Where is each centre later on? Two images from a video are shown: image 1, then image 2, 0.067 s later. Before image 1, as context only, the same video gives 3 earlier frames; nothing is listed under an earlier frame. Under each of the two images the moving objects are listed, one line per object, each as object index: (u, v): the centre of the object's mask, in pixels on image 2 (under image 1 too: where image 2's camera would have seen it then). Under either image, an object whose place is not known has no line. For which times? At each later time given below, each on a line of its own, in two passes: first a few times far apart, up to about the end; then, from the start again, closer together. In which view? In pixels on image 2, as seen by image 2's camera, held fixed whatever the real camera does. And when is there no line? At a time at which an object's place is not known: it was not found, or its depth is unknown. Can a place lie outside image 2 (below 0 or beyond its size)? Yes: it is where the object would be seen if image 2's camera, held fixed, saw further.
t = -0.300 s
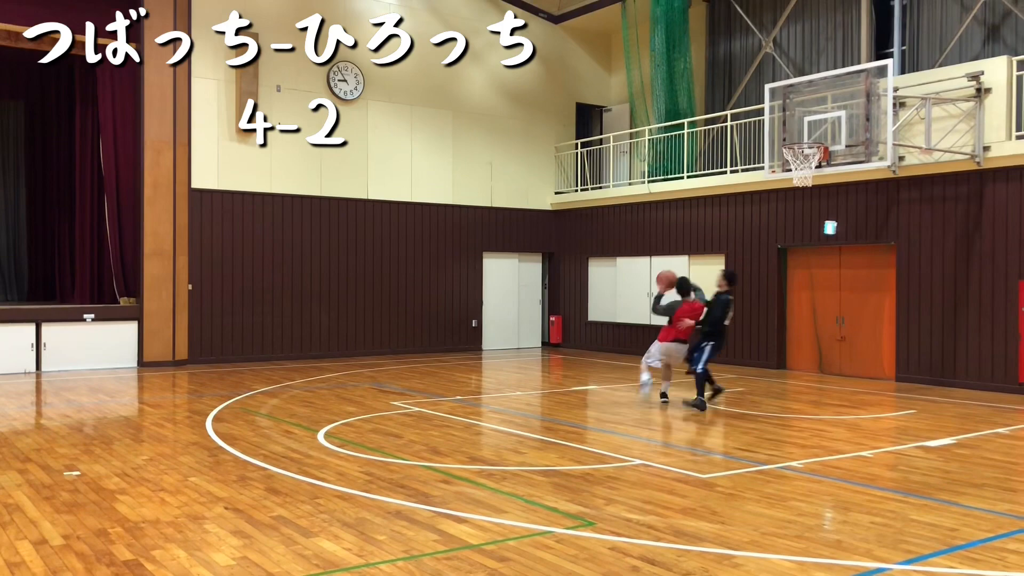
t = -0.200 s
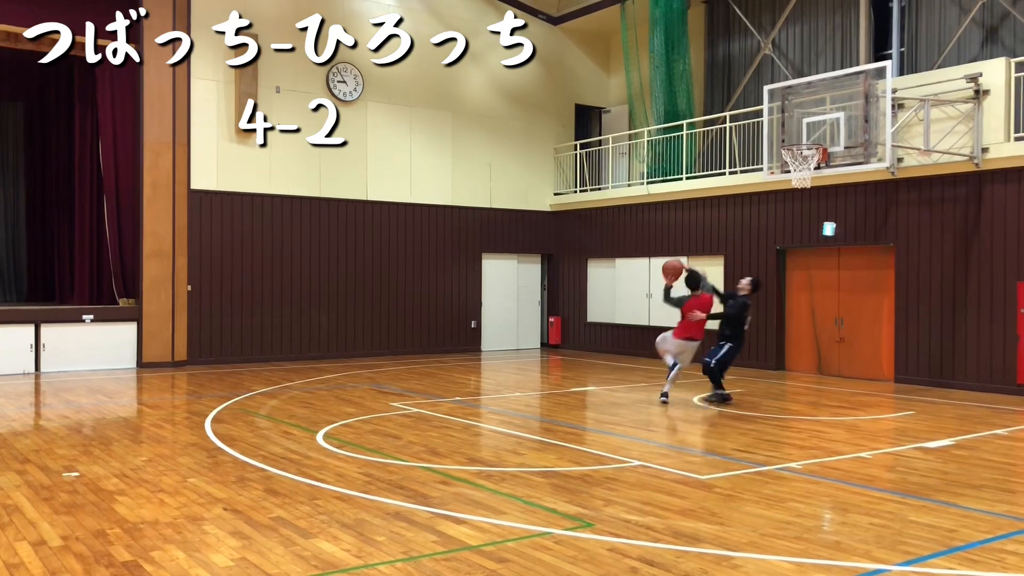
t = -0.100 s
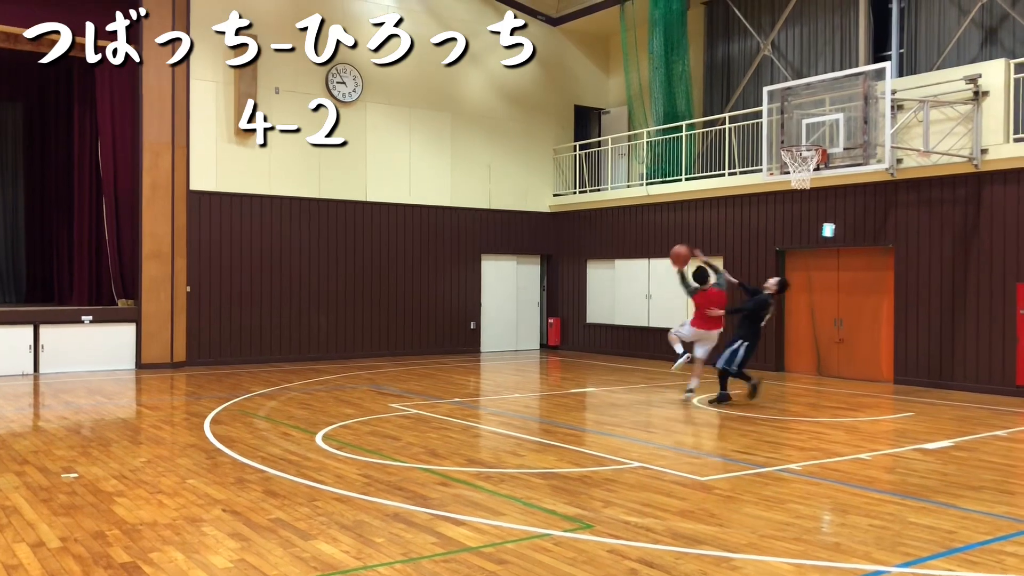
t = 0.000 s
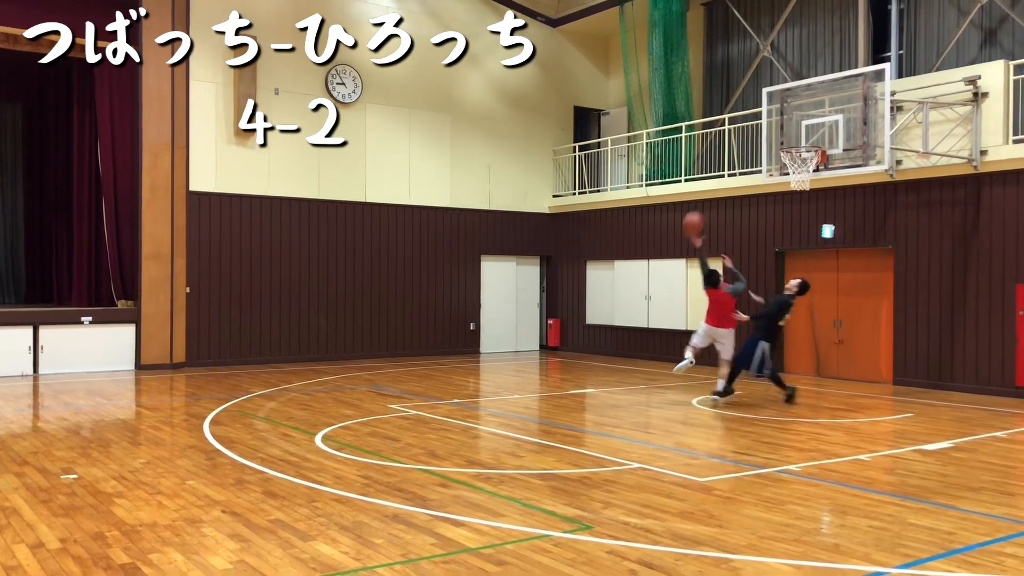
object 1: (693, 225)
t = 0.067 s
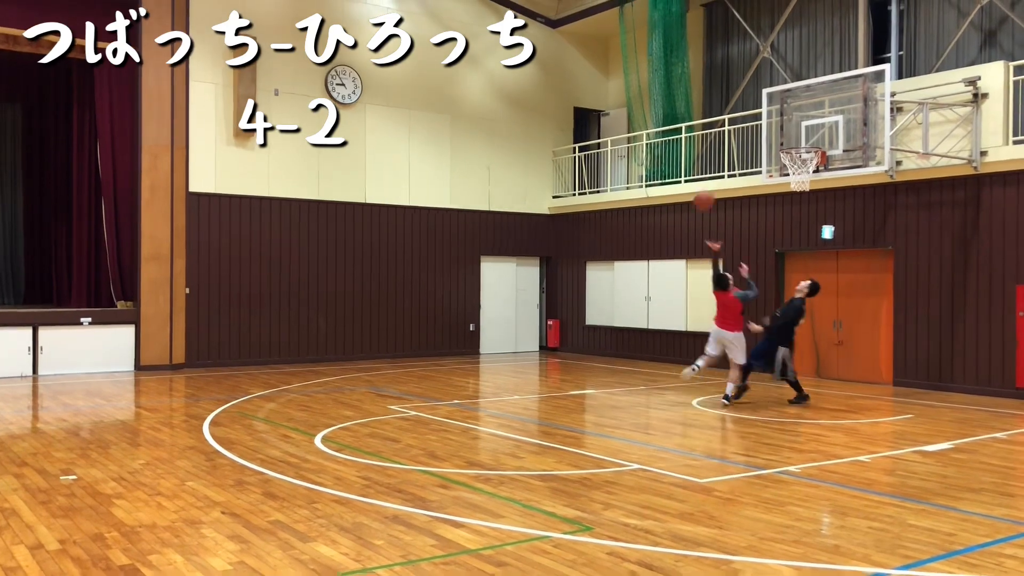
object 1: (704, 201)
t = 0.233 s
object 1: (731, 156)
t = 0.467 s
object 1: (766, 135)
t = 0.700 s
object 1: (800, 151)
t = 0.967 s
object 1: (810, 182)
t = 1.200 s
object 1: (800, 224)
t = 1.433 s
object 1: (789, 311)
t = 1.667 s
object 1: (778, 370)
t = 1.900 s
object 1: (763, 299)
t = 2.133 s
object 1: (748, 272)
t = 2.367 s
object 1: (733, 290)
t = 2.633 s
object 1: (714, 365)
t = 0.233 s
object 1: (731, 156)
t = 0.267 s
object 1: (736, 150)
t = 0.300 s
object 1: (741, 145)
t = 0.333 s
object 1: (746, 141)
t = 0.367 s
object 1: (751, 138)
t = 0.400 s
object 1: (756, 136)
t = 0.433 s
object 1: (761, 135)
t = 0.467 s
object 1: (766, 135)
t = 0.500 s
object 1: (771, 135)
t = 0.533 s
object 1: (776, 137)
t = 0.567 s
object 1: (780, 139)
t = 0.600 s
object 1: (785, 141)
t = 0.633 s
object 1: (789, 143)
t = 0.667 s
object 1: (795, 146)
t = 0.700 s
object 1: (800, 151)
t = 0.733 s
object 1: (803, 155)
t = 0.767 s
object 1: (805, 157)
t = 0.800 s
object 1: (805, 160)
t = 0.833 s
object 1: (810, 165)
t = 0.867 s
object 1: (814, 171)
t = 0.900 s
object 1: (812, 175)
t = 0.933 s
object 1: (811, 181)
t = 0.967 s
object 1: (810, 182)
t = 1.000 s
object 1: (809, 184)
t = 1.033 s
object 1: (807, 187)
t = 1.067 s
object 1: (806, 192)
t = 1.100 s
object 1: (804, 199)
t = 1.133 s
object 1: (803, 205)
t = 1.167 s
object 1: (801, 214)
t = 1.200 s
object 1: (800, 224)
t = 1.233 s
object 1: (798, 234)
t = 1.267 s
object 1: (797, 244)
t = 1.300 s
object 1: (795, 253)
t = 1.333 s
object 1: (793, 267)
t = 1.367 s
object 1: (792, 281)
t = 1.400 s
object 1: (791, 296)
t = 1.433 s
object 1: (789, 311)
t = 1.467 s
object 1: (788, 328)
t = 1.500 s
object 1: (786, 345)
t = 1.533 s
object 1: (786, 363)
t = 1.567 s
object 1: (786, 382)
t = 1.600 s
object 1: (783, 400)
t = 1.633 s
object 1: (781, 385)
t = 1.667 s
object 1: (778, 370)
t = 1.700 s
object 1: (776, 358)
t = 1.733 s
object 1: (774, 346)
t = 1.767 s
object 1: (772, 335)
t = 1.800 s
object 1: (770, 324)
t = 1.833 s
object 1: (768, 315)
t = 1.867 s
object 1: (765, 306)
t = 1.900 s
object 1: (763, 299)
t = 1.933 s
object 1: (761, 292)
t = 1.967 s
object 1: (759, 286)
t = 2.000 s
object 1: (757, 281)
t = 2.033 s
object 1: (754, 278)
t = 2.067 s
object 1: (752, 275)
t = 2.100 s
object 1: (750, 273)
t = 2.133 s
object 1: (748, 272)
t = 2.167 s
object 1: (746, 271)
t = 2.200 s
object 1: (743, 272)
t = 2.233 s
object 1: (741, 274)
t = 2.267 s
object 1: (739, 277)
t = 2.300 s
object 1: (737, 280)
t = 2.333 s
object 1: (735, 285)
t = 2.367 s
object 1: (733, 290)
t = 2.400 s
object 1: (730, 296)
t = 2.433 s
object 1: (728, 303)
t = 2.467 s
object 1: (726, 312)
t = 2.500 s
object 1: (724, 320)
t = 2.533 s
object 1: (721, 331)
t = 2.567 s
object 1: (719, 343)
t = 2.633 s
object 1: (714, 365)
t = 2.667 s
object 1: (712, 382)
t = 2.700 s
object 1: (710, 394)
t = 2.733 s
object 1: (708, 397)
